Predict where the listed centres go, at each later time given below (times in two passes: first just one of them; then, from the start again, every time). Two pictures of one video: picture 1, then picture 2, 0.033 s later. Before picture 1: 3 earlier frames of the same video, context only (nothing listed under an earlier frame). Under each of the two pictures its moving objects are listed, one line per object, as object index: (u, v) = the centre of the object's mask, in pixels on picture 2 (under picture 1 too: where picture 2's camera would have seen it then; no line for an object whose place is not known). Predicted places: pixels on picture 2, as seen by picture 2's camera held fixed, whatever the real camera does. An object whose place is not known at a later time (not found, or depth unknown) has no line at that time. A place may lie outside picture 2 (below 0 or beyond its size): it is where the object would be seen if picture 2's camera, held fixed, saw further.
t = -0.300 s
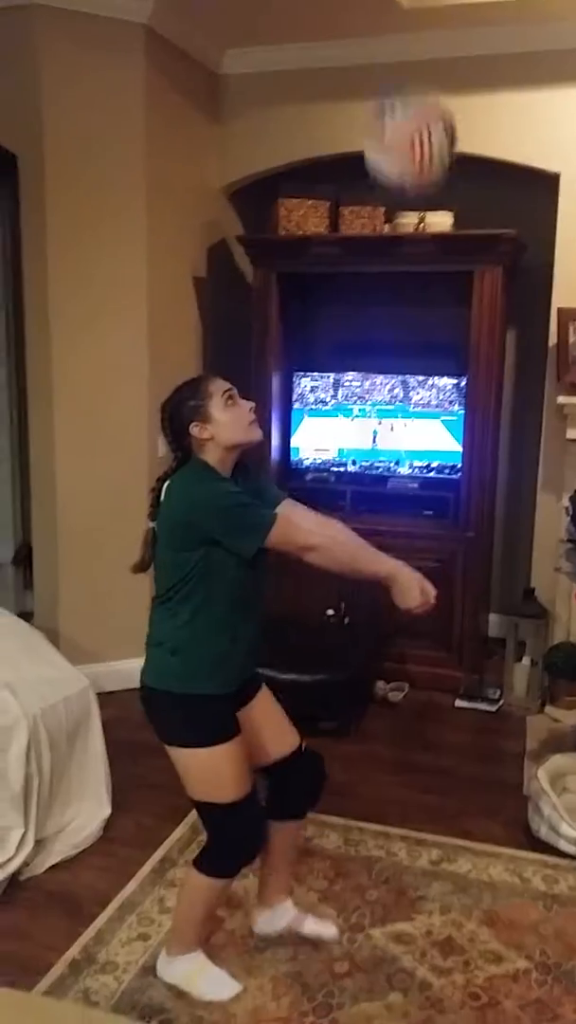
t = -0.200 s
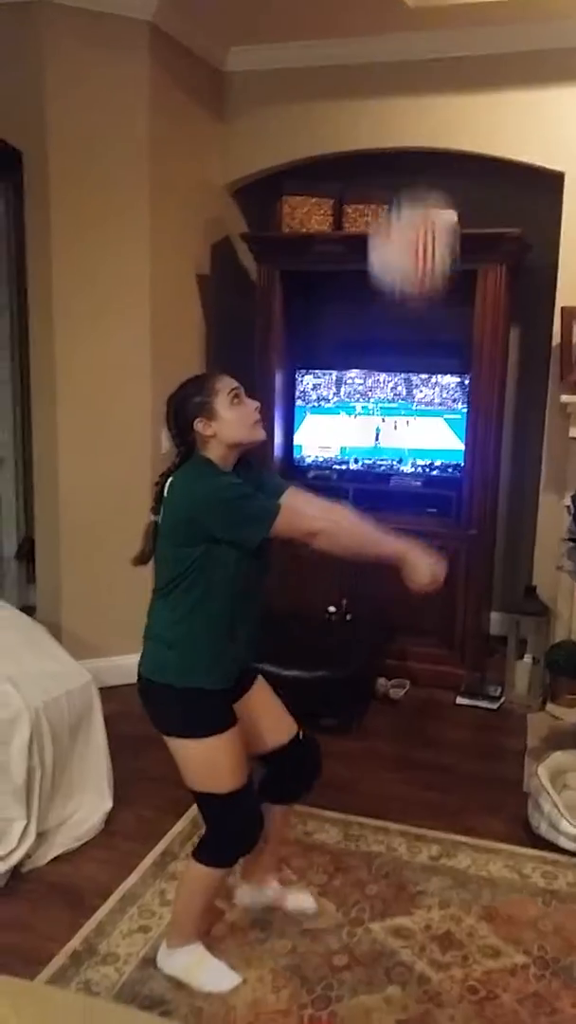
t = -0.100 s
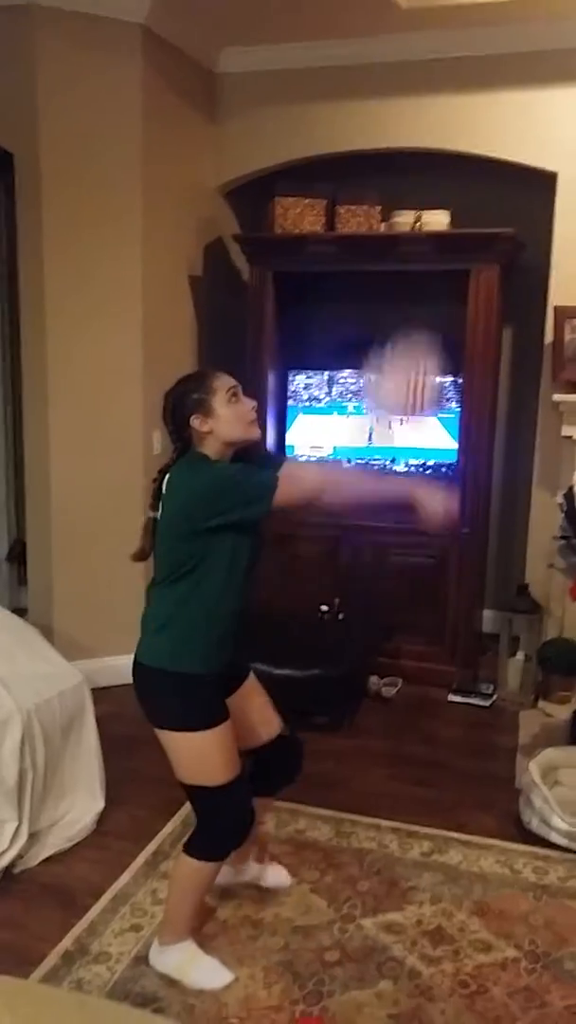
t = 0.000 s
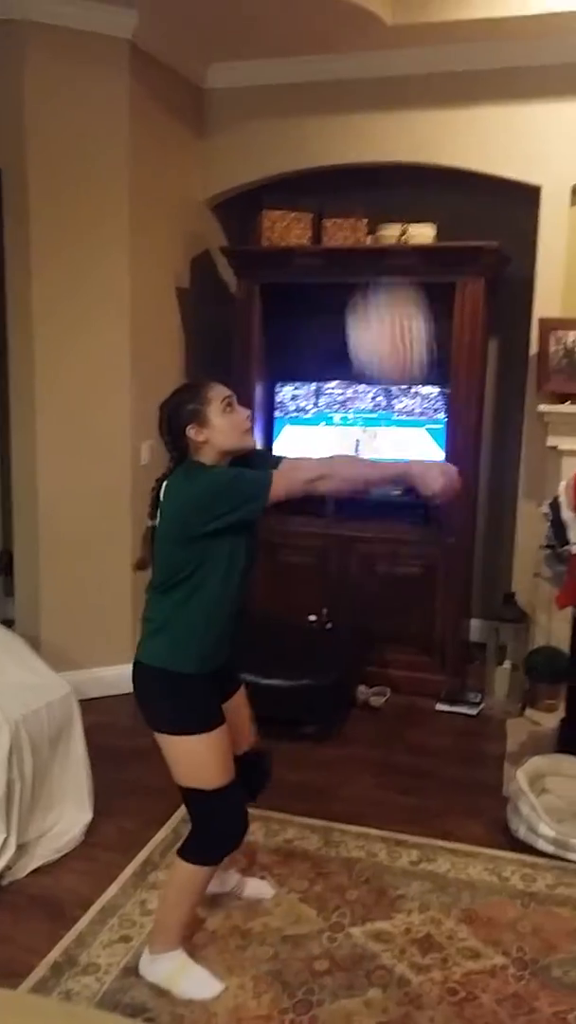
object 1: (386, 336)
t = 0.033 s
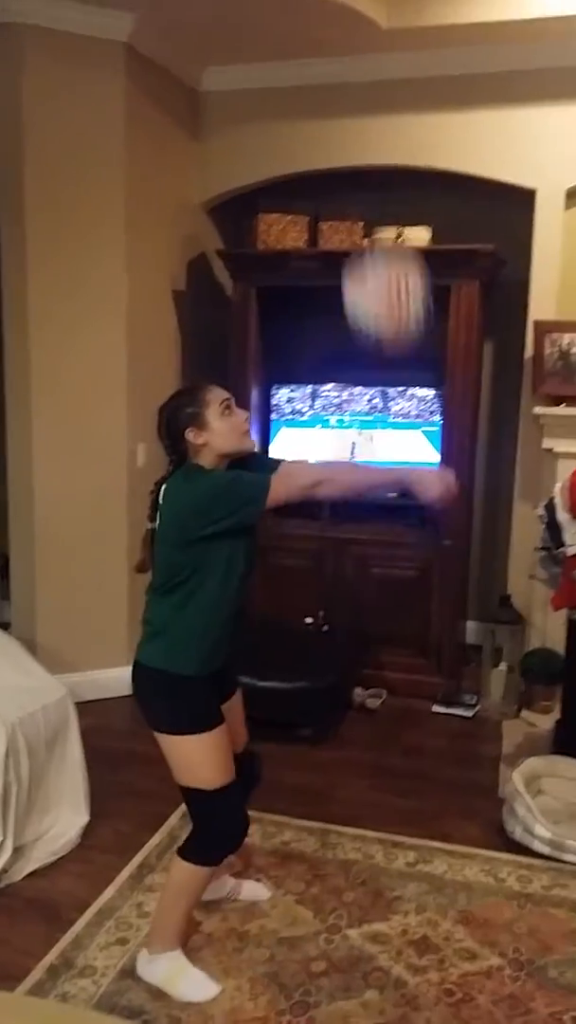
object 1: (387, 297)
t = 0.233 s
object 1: (384, 109)
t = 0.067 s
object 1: (388, 251)
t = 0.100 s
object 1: (388, 216)
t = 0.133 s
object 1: (389, 182)
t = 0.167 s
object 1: (388, 154)
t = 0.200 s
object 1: (386, 130)
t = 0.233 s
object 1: (384, 109)
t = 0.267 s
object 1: (386, 95)
